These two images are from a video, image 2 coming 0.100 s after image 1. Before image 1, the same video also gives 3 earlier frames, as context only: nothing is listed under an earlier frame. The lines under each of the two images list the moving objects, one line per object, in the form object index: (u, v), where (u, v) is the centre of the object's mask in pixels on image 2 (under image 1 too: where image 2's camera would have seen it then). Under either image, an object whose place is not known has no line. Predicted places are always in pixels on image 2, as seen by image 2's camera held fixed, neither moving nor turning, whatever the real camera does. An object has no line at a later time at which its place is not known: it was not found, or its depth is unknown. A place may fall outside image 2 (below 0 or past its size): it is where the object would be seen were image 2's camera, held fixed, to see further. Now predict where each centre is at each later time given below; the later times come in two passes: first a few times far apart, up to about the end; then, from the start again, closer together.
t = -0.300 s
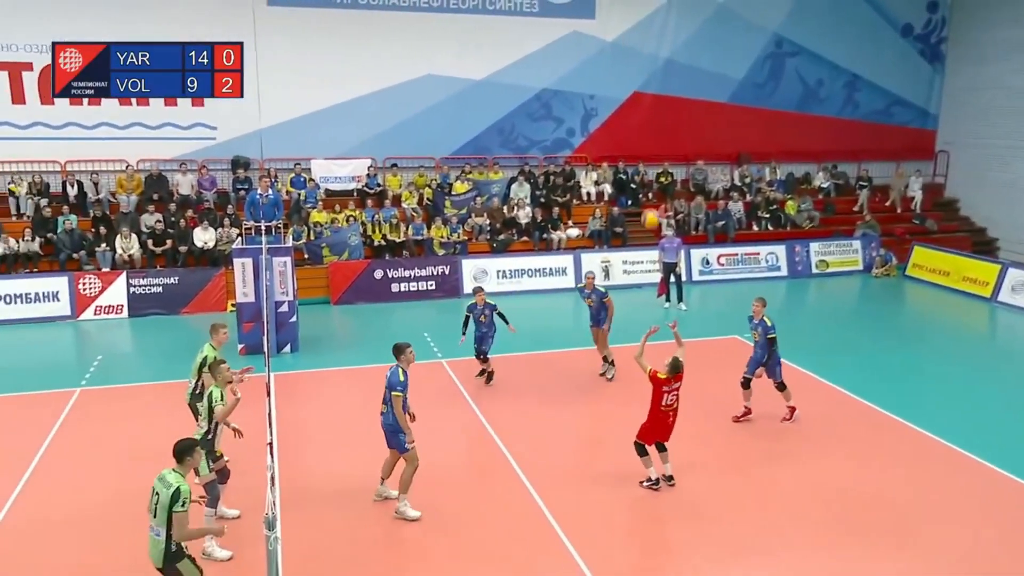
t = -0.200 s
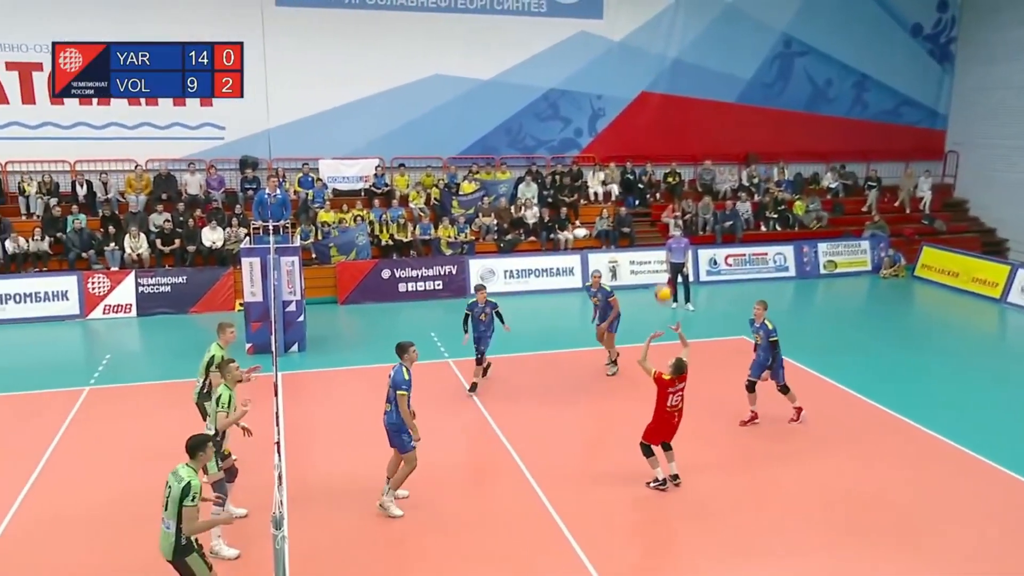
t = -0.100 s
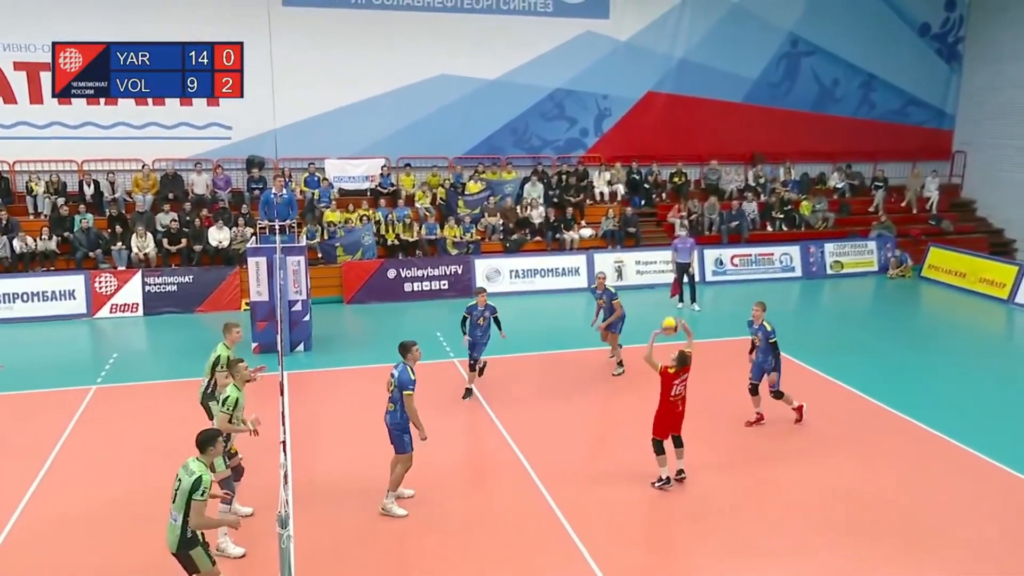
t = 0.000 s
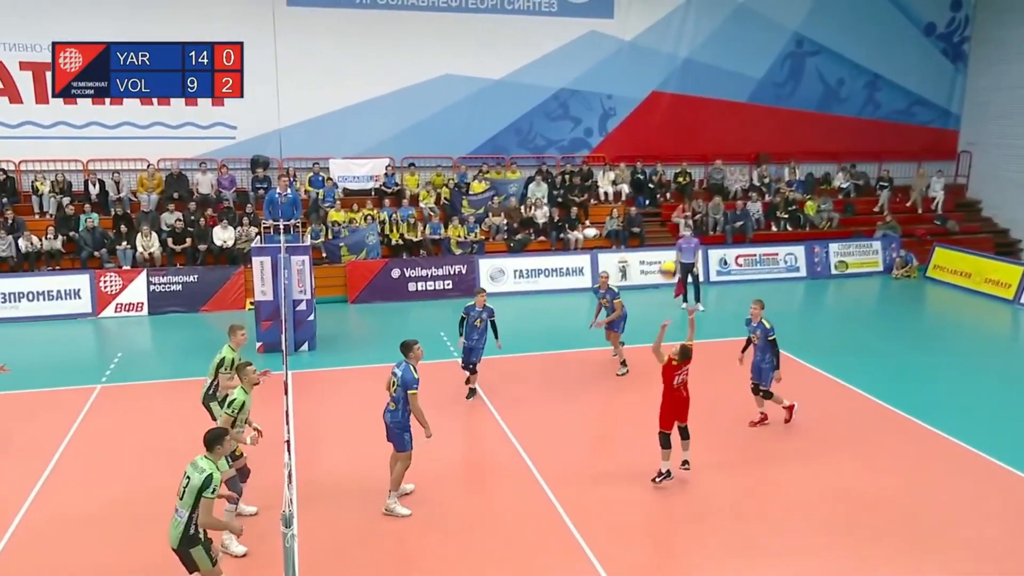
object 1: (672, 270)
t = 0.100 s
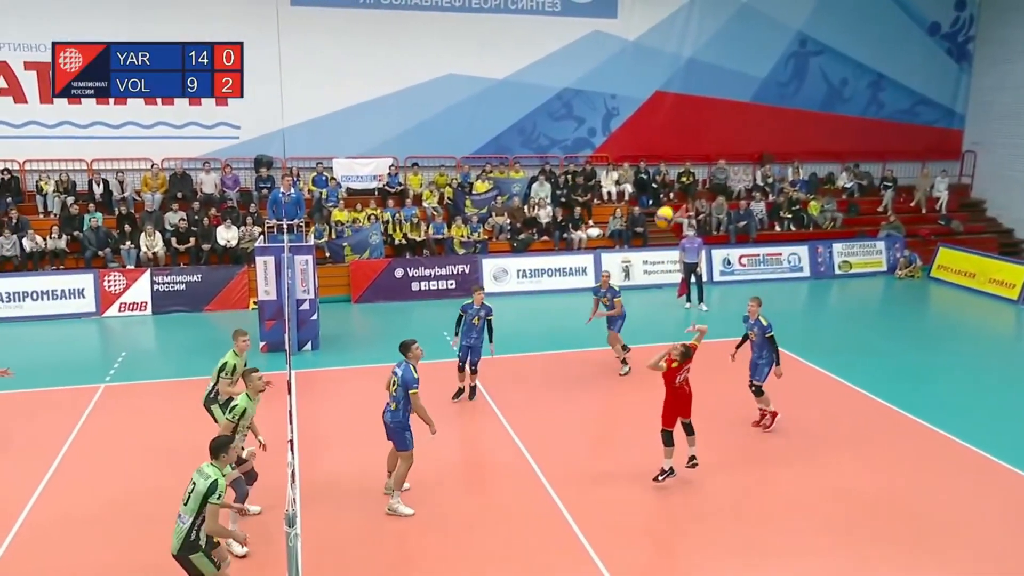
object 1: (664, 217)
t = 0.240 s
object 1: (654, 152)
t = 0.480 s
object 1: (636, 75)
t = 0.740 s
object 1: (610, 56)
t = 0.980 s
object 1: (580, 116)
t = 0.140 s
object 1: (661, 197)
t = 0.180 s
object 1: (658, 179)
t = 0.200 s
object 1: (657, 169)
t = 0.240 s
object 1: (654, 152)
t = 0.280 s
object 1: (652, 137)
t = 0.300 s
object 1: (650, 129)
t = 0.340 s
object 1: (647, 115)
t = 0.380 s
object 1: (644, 102)
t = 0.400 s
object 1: (642, 96)
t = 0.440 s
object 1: (639, 85)
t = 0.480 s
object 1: (636, 75)
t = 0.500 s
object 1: (634, 71)
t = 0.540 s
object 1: (630, 64)
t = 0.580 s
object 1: (627, 59)
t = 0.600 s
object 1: (625, 57)
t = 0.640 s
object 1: (620, 54)
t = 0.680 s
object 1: (616, 53)
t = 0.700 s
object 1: (614, 54)
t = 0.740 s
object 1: (610, 56)
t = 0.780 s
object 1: (605, 60)
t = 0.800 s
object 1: (603, 63)
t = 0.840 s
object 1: (598, 71)
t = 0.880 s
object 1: (593, 81)
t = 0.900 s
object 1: (590, 87)
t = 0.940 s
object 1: (585, 100)
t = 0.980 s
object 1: (580, 116)
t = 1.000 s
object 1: (578, 126)
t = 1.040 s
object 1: (571, 145)
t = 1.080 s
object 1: (566, 168)
